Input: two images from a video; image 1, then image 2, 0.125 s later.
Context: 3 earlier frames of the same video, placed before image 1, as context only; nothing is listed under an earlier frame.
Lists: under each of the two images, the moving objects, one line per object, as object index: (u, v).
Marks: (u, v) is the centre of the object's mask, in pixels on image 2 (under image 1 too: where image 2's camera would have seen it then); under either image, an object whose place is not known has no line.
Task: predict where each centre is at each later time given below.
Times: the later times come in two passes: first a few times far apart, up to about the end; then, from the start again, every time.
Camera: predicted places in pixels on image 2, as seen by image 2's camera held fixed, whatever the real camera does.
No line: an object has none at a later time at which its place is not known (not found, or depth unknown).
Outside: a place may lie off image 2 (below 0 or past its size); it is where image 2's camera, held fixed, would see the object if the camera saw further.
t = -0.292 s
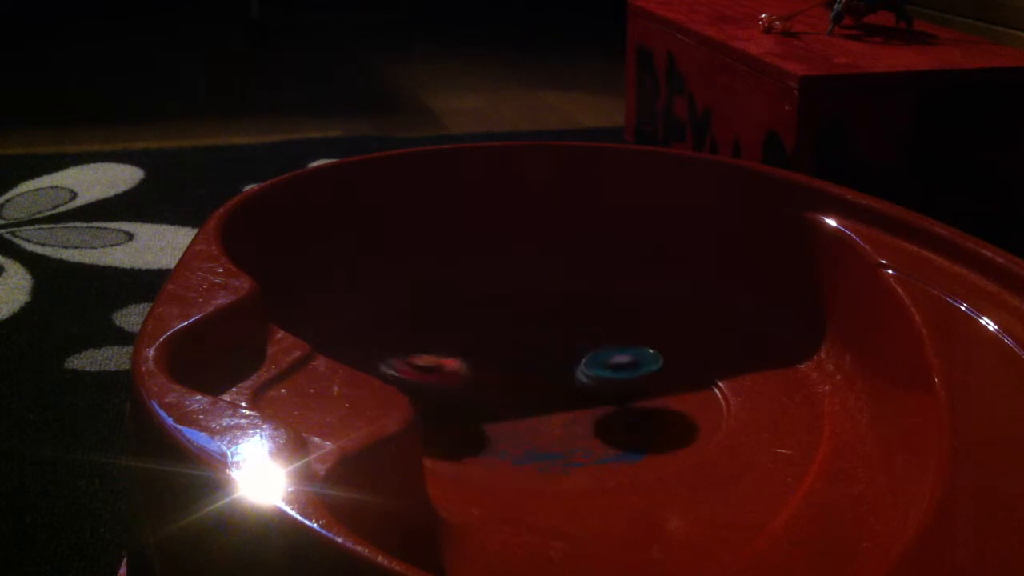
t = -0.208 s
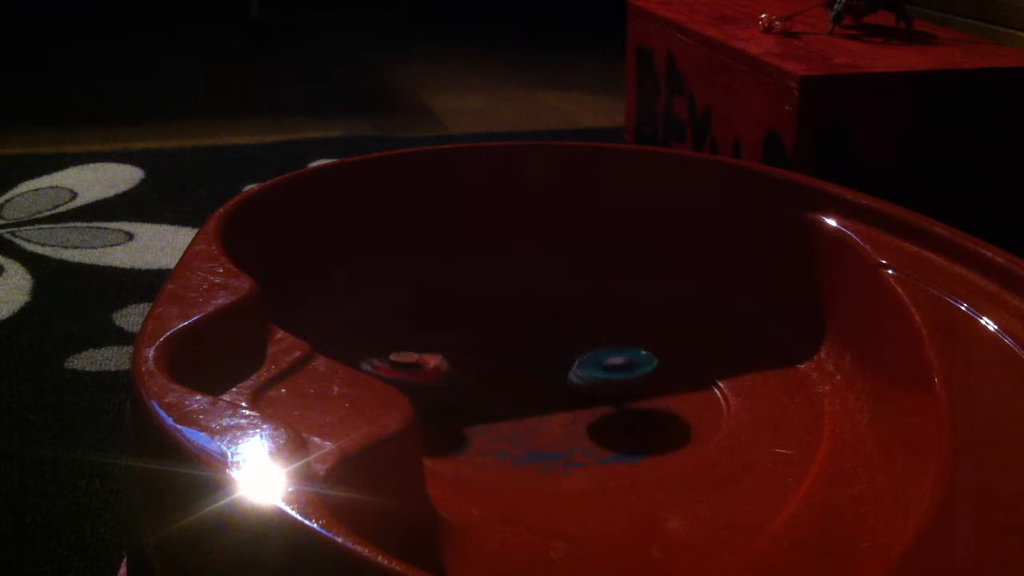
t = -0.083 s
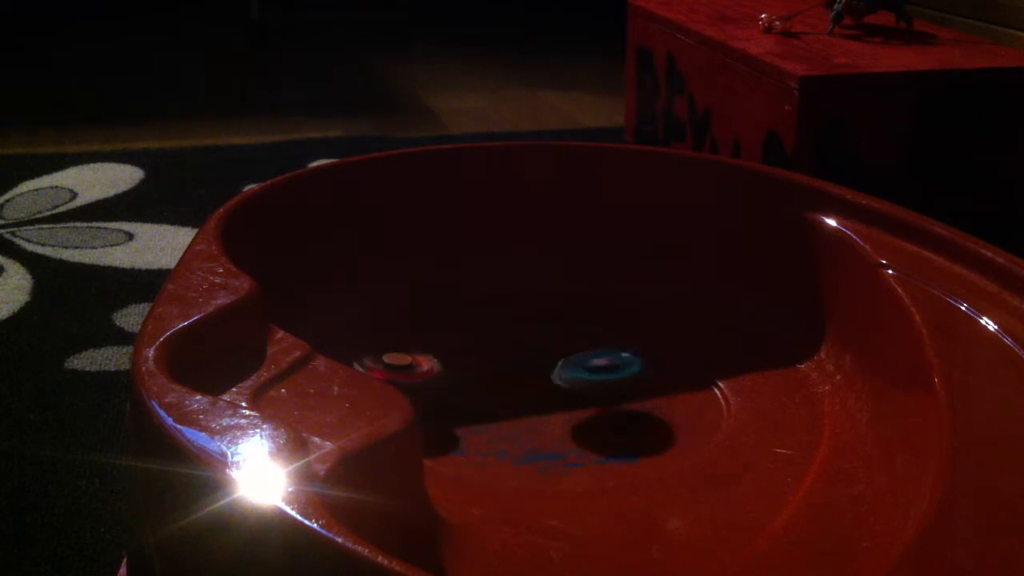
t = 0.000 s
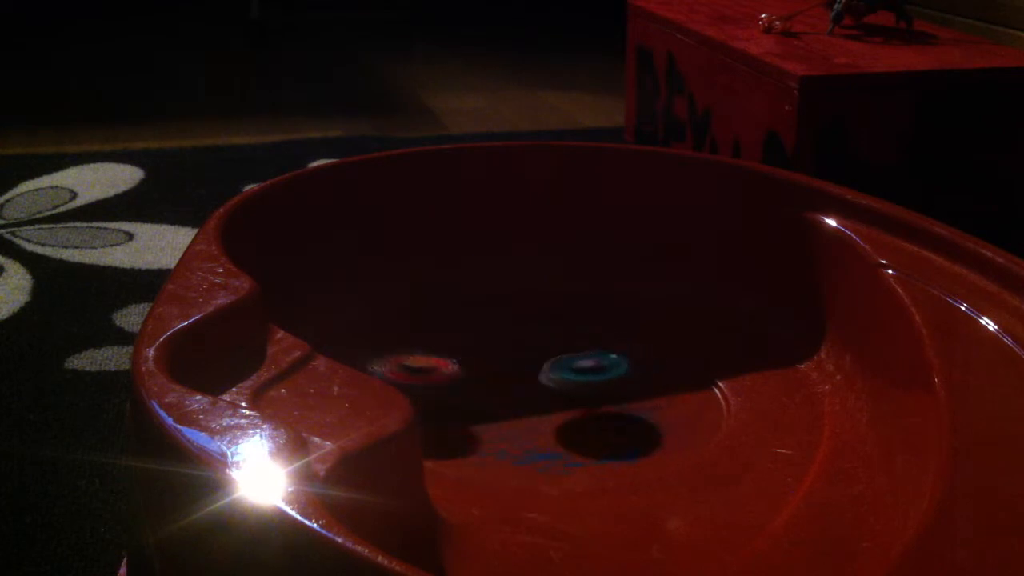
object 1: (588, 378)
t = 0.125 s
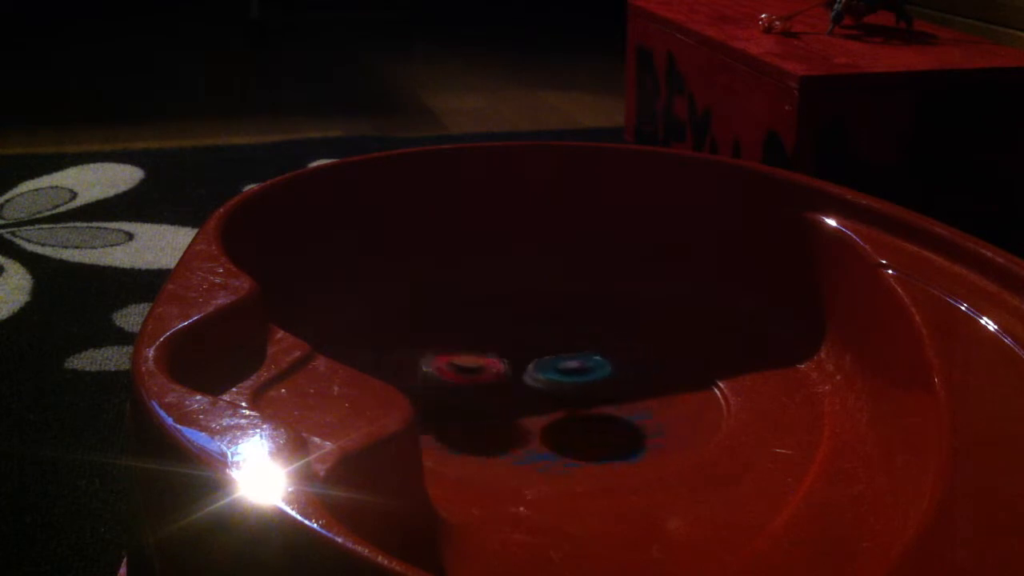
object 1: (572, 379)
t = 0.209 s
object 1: (603, 382)
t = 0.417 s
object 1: (609, 382)
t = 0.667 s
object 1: (586, 377)
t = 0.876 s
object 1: (563, 378)
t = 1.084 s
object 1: (544, 380)
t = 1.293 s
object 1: (504, 388)
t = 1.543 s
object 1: (473, 404)
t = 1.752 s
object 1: (483, 406)
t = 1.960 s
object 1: (494, 399)
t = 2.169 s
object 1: (495, 389)
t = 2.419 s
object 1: (507, 376)
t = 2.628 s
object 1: (520, 368)
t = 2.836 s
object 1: (538, 358)
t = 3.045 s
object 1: (558, 368)
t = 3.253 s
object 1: (572, 371)
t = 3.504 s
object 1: (581, 375)
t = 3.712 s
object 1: (582, 378)
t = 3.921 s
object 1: (602, 398)
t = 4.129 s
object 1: (592, 402)
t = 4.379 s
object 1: (565, 402)
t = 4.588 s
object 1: (519, 405)
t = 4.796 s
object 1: (500, 399)
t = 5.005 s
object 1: (495, 388)
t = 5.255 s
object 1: (494, 374)
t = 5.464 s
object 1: (501, 373)
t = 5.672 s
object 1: (524, 362)
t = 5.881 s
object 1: (557, 362)
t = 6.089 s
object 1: (579, 370)
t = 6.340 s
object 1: (583, 377)
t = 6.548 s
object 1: (603, 387)
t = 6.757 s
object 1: (594, 393)
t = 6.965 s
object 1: (569, 394)
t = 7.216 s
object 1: (540, 388)
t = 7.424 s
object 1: (510, 385)
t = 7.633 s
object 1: (501, 377)
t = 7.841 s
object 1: (499, 372)
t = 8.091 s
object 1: (513, 361)
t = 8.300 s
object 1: (533, 355)
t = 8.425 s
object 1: (554, 357)
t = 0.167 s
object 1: (585, 379)
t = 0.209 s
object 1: (603, 382)
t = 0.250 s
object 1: (610, 384)
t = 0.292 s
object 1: (612, 383)
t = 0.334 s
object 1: (612, 383)
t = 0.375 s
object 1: (611, 383)
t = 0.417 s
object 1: (609, 382)
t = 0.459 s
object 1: (607, 381)
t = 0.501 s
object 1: (604, 380)
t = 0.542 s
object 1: (600, 379)
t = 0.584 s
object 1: (596, 378)
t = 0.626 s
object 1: (591, 377)
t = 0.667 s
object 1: (586, 377)
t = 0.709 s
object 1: (580, 377)
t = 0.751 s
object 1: (577, 373)
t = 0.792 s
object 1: (574, 373)
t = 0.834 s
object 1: (567, 379)
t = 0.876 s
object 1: (563, 378)
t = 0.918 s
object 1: (558, 378)
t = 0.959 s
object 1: (552, 380)
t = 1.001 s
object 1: (549, 381)
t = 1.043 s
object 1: (546, 380)
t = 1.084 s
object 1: (544, 380)
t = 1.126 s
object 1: (542, 380)
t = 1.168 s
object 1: (540, 380)
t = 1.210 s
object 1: (536, 381)
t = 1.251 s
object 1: (525, 382)
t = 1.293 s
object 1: (504, 388)
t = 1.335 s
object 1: (486, 394)
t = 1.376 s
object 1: (476, 398)
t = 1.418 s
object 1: (473, 400)
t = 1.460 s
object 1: (471, 402)
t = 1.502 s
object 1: (472, 403)
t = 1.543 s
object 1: (473, 404)
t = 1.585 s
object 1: (475, 405)
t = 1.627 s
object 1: (477, 406)
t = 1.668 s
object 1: (479, 406)
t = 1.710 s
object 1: (481, 406)
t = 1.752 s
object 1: (483, 406)
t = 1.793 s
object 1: (487, 405)
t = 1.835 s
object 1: (491, 403)
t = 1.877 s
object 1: (495, 402)
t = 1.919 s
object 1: (498, 400)
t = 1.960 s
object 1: (494, 399)
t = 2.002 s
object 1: (491, 396)
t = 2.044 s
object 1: (490, 395)
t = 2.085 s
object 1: (492, 392)
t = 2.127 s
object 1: (493, 391)
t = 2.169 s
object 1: (495, 389)
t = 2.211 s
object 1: (495, 390)
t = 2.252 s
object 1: (498, 388)
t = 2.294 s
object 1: (502, 386)
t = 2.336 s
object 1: (506, 381)
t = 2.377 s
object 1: (507, 381)
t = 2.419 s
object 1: (507, 376)
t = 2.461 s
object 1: (509, 375)
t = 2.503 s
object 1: (514, 373)
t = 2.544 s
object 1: (515, 370)
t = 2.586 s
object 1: (516, 368)
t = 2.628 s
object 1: (520, 368)
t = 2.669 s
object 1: (522, 366)
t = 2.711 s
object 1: (525, 363)
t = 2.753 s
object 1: (528, 361)
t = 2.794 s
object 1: (532, 359)
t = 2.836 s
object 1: (538, 358)
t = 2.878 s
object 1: (545, 359)
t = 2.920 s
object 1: (555, 365)
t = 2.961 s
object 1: (557, 366)
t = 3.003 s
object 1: (557, 367)
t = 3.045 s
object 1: (558, 368)
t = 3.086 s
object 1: (561, 368)
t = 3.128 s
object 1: (564, 369)
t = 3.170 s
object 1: (568, 369)
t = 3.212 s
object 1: (571, 370)
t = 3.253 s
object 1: (572, 371)
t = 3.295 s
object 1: (574, 372)
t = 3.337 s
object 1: (576, 372)
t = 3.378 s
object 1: (578, 372)
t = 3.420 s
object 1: (580, 373)
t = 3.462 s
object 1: (580, 373)
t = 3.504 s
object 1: (581, 375)
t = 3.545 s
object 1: (581, 375)
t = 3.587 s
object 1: (581, 376)
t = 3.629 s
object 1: (581, 375)
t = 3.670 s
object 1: (581, 377)
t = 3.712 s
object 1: (582, 378)
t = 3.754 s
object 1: (591, 384)
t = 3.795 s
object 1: (599, 390)
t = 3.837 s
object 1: (602, 393)
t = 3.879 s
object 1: (602, 395)
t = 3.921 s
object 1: (602, 398)
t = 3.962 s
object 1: (600, 400)
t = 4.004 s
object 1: (599, 401)
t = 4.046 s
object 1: (597, 401)
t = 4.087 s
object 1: (594, 402)
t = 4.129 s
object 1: (592, 402)
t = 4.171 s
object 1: (588, 402)
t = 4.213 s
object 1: (585, 403)
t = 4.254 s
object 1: (580, 403)
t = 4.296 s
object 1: (575, 403)
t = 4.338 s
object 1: (569, 403)
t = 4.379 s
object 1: (565, 402)
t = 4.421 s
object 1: (563, 403)
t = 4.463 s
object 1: (561, 402)
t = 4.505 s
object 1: (540, 402)
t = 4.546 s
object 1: (526, 405)
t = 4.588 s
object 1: (519, 405)
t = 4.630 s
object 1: (513, 405)
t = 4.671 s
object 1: (508, 404)
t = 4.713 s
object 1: (505, 403)
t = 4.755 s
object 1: (502, 401)
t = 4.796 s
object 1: (500, 399)
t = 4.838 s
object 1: (498, 397)
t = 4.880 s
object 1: (497, 395)
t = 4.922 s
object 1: (496, 392)
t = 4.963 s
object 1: (495, 390)
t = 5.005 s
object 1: (495, 388)
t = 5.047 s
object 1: (497, 387)
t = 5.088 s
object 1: (499, 385)
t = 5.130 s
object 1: (502, 384)
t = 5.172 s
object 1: (503, 381)
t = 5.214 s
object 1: (500, 378)
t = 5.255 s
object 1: (494, 374)
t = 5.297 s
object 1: (493, 373)
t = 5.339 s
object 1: (493, 372)
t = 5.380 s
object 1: (495, 372)
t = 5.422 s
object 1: (498, 373)
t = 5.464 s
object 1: (501, 373)
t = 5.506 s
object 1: (502, 371)
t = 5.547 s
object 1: (507, 372)
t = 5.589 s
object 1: (513, 372)
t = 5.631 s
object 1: (517, 368)
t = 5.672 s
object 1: (524, 362)
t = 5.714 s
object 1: (530, 361)
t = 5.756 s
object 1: (537, 361)
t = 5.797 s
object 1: (543, 360)
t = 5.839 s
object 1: (550, 361)
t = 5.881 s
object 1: (557, 362)
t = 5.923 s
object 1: (563, 364)
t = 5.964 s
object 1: (569, 364)
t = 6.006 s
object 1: (574, 367)
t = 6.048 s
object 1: (577, 369)
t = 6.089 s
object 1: (579, 370)
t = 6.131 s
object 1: (581, 371)
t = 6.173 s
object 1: (582, 372)
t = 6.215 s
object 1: (582, 374)
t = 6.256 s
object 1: (582, 376)
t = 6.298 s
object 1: (582, 376)
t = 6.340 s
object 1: (583, 377)
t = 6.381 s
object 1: (582, 379)
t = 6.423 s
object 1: (589, 380)
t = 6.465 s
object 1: (598, 384)
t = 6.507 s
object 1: (602, 385)
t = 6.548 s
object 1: (603, 387)
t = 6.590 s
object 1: (603, 389)
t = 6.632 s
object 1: (602, 390)
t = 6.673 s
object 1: (600, 391)
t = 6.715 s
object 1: (597, 392)
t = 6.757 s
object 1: (594, 393)
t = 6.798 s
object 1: (589, 393)
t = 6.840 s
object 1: (585, 394)
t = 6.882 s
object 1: (580, 394)
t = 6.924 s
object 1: (574, 394)
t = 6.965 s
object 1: (569, 394)
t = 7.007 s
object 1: (564, 394)
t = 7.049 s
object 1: (558, 393)
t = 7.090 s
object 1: (552, 392)
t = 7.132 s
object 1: (547, 391)
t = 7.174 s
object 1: (540, 389)
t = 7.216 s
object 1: (540, 388)
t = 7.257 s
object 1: (535, 388)
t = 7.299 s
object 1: (524, 384)
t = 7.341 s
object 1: (517, 384)
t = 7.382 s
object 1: (513, 384)
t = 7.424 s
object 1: (510, 385)
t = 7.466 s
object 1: (508, 382)
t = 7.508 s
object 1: (507, 382)
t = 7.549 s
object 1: (505, 381)
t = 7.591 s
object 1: (503, 379)
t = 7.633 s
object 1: (501, 377)
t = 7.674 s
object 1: (501, 376)
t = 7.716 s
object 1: (499, 375)
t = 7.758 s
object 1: (499, 374)
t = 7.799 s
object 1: (500, 373)
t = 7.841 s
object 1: (499, 372)
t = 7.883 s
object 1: (499, 370)
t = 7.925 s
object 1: (502, 363)
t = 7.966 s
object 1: (503, 367)
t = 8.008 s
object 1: (505, 366)
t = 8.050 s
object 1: (508, 363)
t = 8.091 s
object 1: (513, 361)
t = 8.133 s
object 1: (518, 359)
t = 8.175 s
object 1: (522, 357)
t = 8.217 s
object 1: (523, 357)
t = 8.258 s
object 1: (528, 355)
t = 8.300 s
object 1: (533, 355)
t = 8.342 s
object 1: (539, 356)
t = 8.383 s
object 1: (546, 357)
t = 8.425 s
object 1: (554, 357)
